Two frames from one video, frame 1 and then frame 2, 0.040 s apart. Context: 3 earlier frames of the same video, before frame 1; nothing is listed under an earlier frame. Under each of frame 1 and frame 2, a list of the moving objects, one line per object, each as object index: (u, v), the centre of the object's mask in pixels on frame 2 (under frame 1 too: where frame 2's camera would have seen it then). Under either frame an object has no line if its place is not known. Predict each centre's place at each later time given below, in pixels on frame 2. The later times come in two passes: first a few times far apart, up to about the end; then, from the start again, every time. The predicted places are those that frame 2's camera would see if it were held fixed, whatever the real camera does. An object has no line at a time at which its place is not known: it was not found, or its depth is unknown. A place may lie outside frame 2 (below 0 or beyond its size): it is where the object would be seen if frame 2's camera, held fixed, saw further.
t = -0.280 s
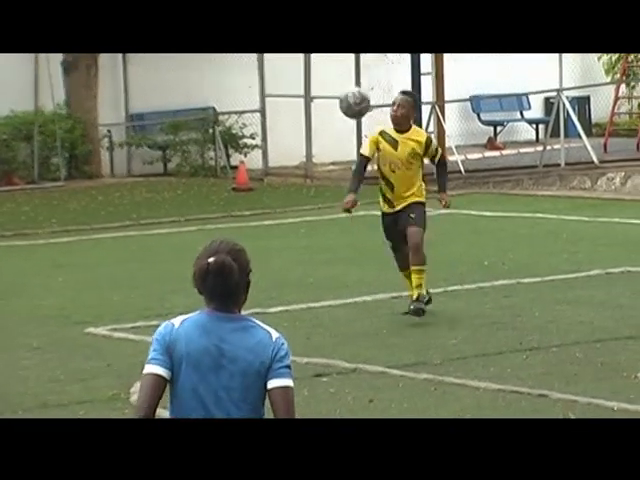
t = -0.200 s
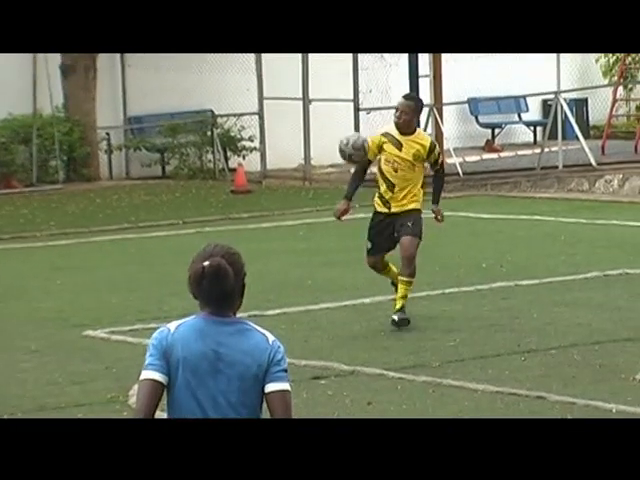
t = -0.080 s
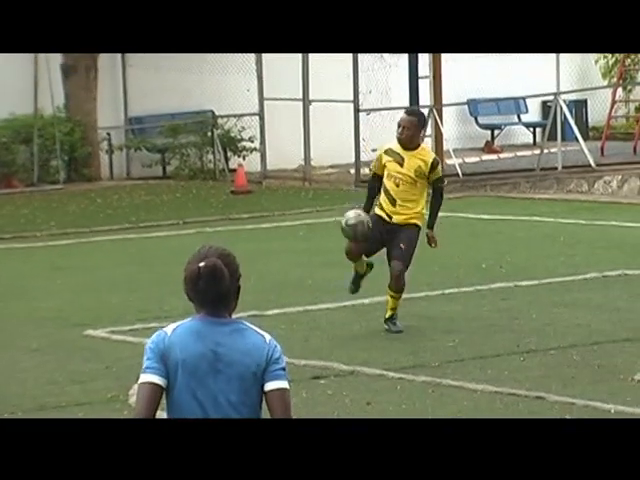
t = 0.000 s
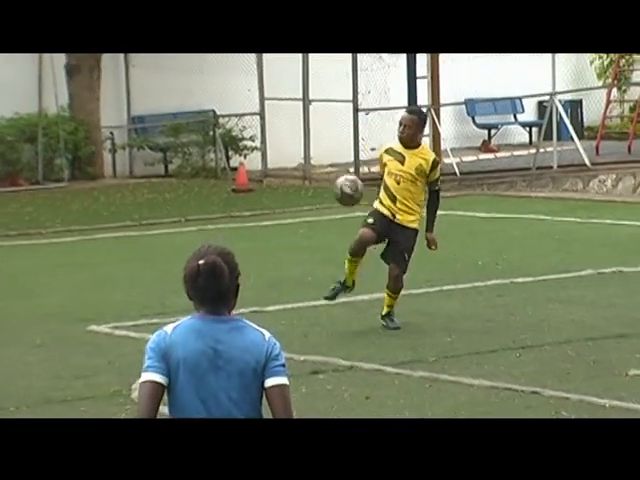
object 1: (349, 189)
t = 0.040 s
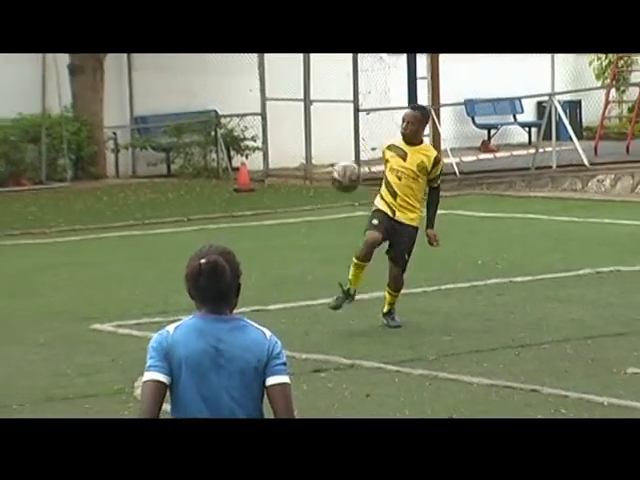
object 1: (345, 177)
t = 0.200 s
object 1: (332, 148)
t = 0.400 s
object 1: (321, 161)
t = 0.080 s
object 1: (342, 165)
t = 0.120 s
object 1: (338, 159)
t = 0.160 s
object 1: (336, 152)
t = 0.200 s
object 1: (332, 148)
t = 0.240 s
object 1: (330, 144)
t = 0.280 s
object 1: (328, 145)
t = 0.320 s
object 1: (326, 148)
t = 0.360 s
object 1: (324, 154)
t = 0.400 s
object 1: (321, 161)
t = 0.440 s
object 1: (319, 171)
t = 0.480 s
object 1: (317, 182)
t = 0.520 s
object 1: (315, 197)
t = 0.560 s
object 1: (312, 214)
